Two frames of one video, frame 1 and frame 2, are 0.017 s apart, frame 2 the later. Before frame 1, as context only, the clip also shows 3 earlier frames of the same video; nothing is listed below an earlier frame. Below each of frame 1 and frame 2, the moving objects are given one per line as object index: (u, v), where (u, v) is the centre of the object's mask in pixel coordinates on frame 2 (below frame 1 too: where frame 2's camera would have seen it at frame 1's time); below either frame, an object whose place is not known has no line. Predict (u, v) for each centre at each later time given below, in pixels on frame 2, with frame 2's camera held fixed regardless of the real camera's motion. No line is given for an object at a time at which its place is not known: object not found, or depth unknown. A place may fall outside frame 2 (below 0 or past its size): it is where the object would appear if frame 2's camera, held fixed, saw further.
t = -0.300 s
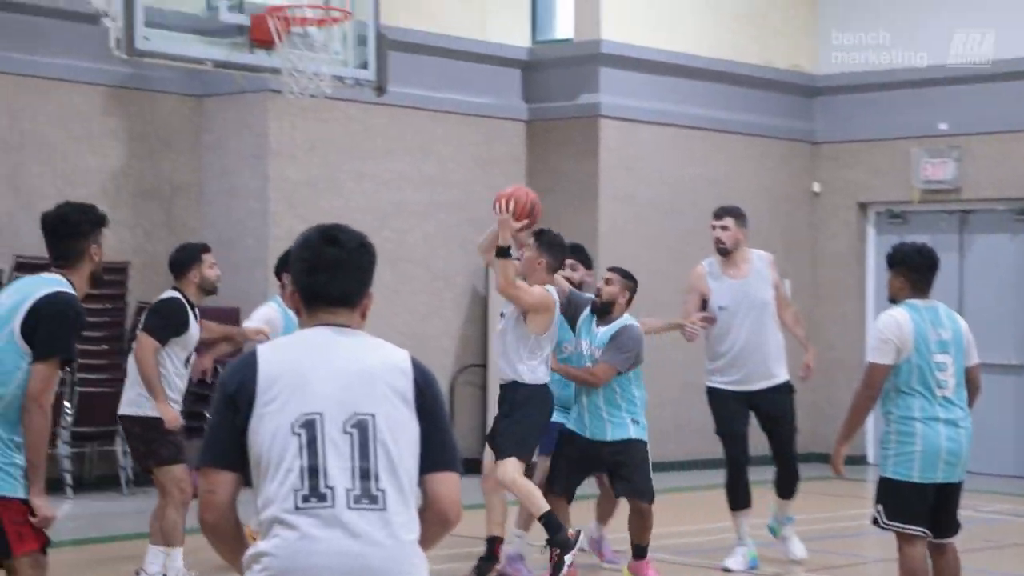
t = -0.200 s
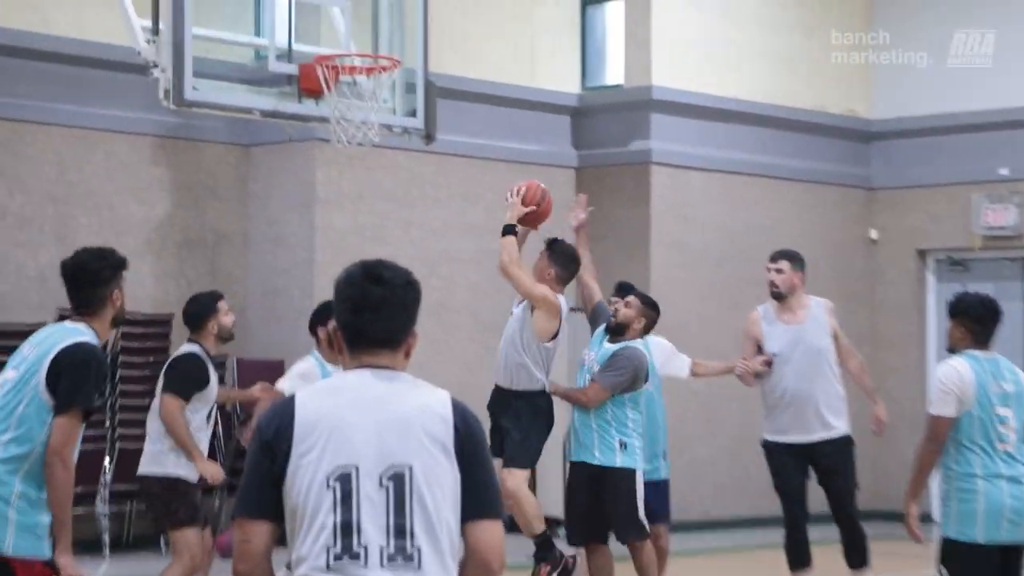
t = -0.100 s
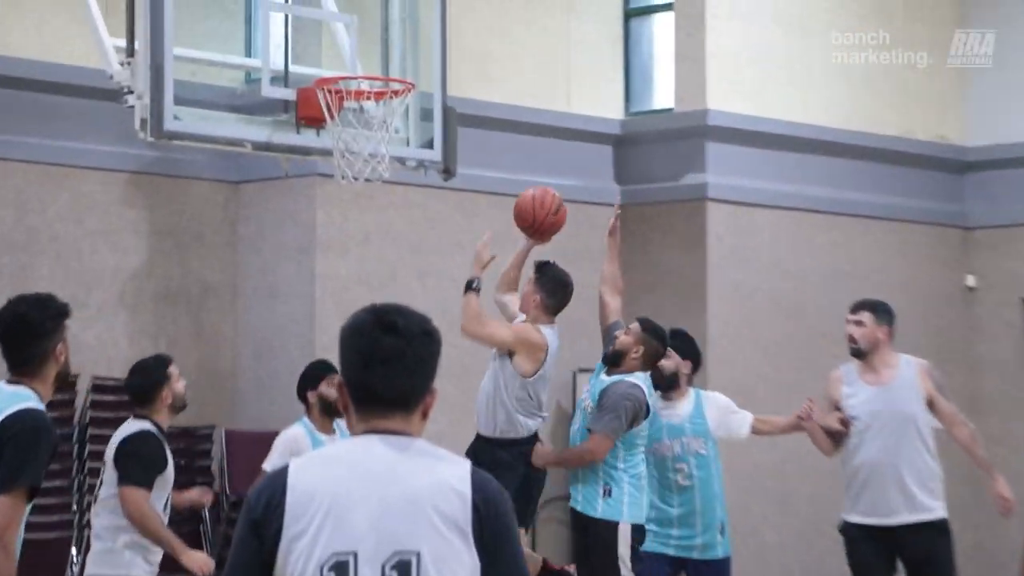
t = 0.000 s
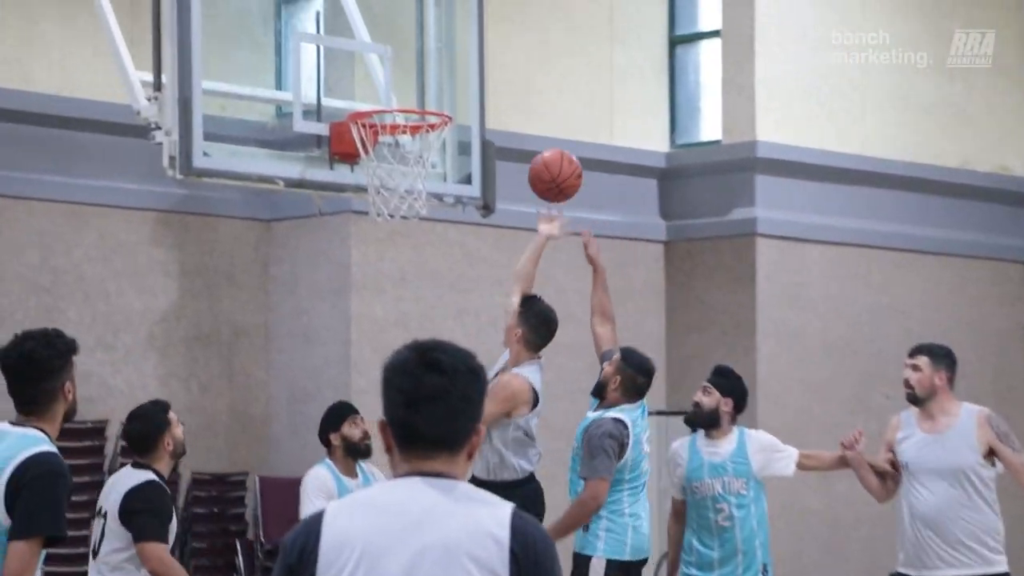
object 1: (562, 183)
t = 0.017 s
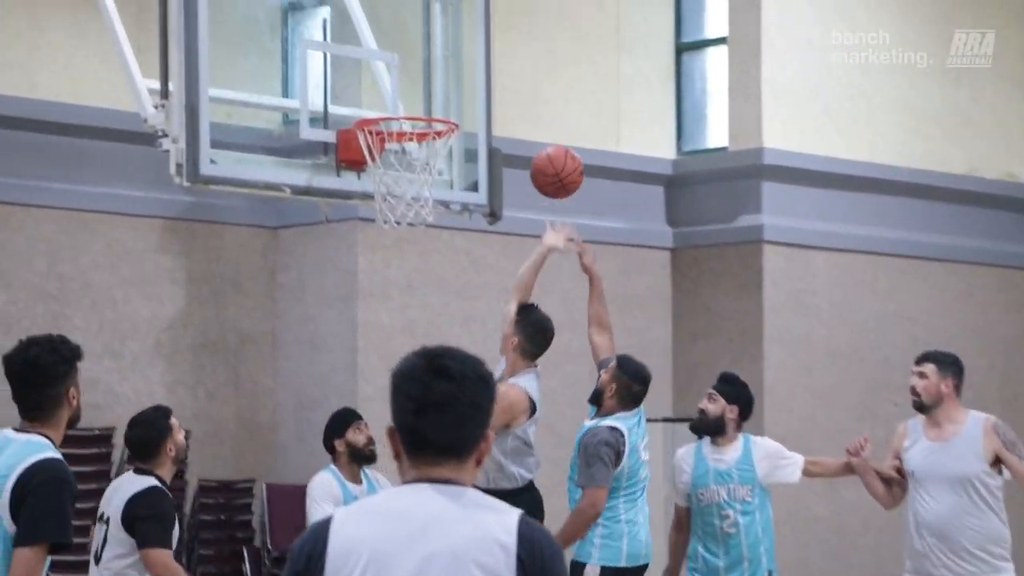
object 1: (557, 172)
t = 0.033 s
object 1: (552, 161)
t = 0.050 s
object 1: (547, 152)
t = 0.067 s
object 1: (542, 142)
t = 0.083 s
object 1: (537, 133)
